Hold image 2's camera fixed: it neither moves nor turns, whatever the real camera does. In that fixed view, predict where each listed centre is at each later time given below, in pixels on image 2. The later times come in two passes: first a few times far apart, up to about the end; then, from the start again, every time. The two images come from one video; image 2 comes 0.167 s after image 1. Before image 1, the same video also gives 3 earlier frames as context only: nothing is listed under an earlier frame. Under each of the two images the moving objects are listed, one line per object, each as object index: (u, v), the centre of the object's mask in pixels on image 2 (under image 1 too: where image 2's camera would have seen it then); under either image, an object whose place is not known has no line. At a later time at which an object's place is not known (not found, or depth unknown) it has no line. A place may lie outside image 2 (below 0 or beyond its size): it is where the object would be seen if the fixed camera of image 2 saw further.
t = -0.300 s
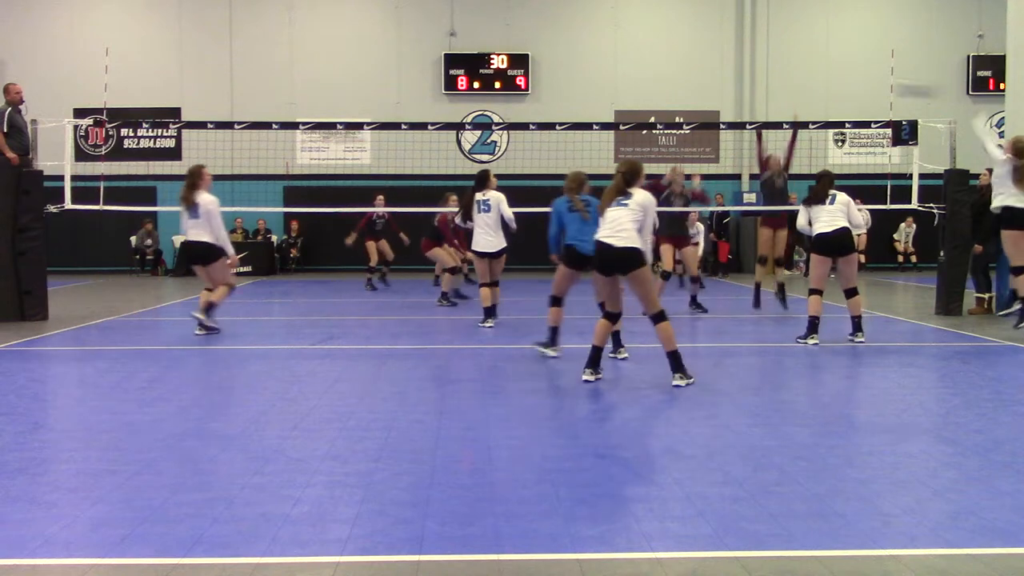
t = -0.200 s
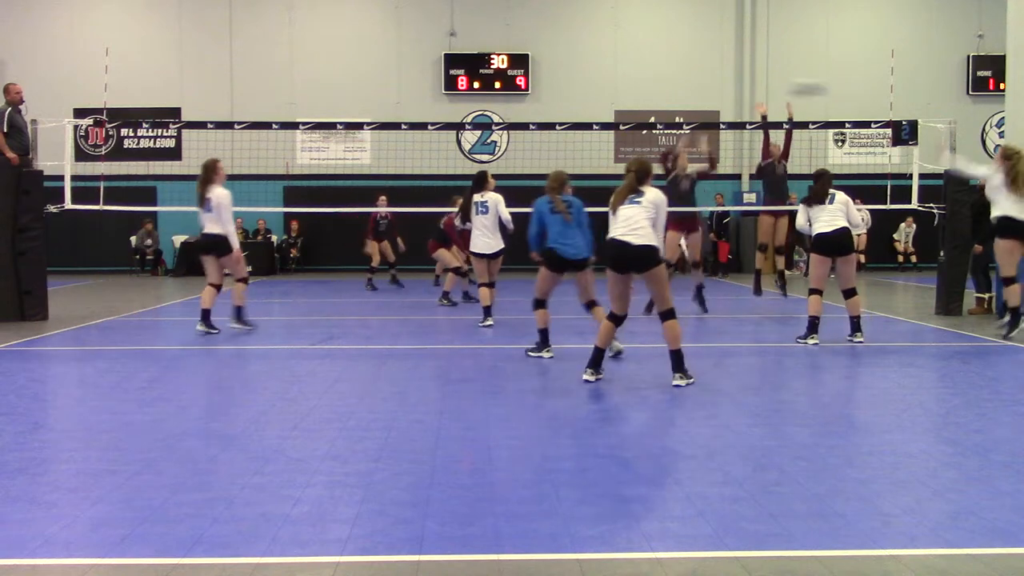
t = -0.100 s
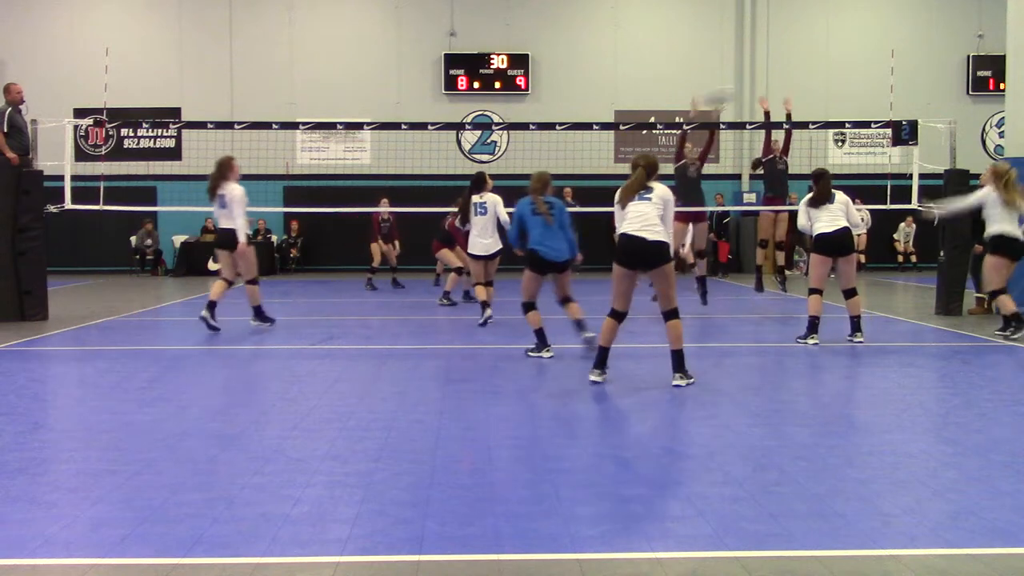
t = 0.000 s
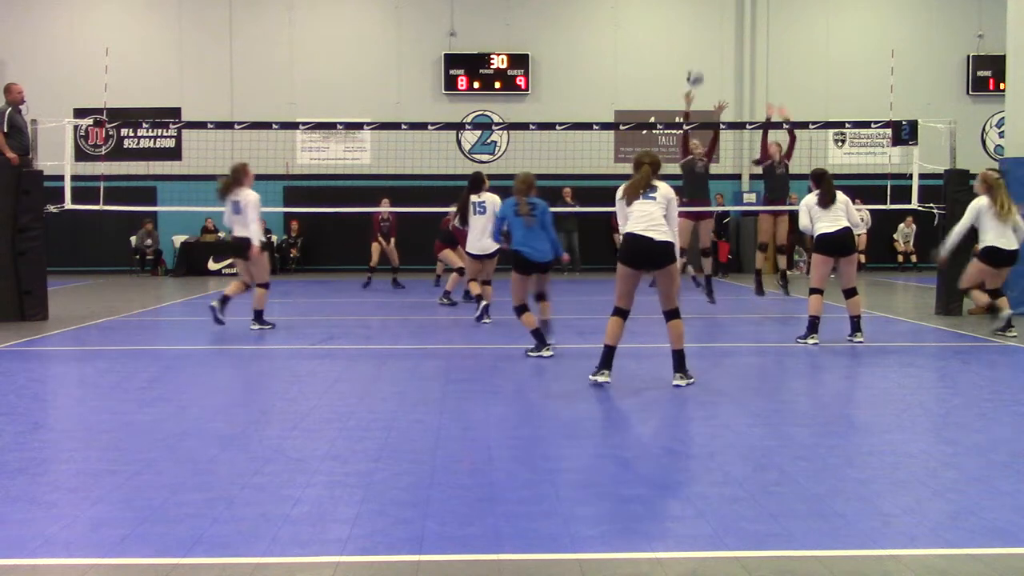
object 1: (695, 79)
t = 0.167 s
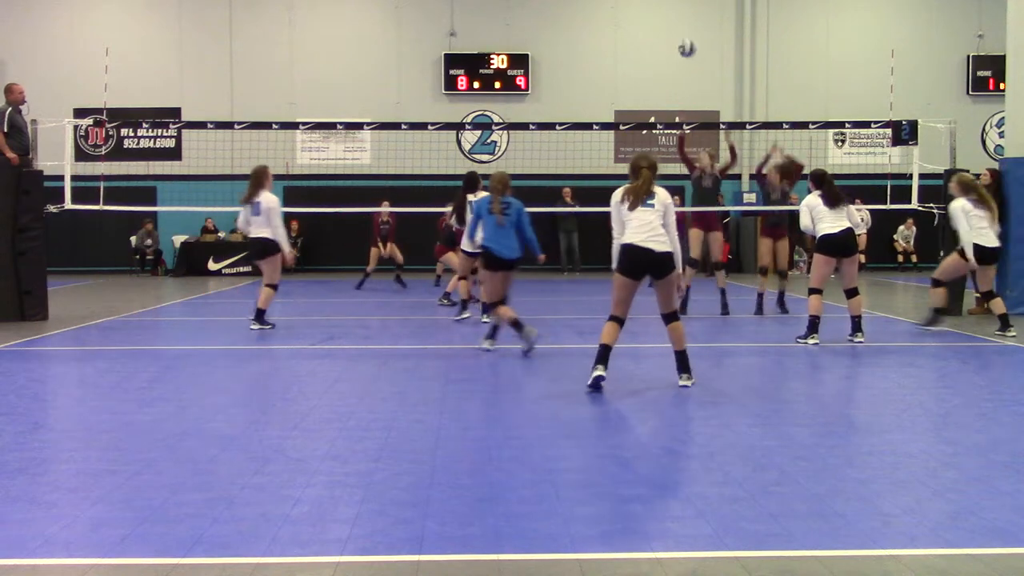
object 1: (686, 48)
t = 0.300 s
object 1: (680, 42)
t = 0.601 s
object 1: (665, 84)
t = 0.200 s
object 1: (685, 45)
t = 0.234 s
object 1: (683, 43)
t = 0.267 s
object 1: (682, 43)
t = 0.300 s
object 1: (680, 42)
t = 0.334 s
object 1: (678, 43)
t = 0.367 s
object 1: (677, 45)
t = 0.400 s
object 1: (675, 47)
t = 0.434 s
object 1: (674, 52)
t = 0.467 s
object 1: (672, 55)
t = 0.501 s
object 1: (670, 61)
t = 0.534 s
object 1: (669, 68)
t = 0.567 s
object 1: (667, 75)
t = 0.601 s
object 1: (665, 84)
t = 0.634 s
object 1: (664, 95)
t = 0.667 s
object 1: (662, 103)
